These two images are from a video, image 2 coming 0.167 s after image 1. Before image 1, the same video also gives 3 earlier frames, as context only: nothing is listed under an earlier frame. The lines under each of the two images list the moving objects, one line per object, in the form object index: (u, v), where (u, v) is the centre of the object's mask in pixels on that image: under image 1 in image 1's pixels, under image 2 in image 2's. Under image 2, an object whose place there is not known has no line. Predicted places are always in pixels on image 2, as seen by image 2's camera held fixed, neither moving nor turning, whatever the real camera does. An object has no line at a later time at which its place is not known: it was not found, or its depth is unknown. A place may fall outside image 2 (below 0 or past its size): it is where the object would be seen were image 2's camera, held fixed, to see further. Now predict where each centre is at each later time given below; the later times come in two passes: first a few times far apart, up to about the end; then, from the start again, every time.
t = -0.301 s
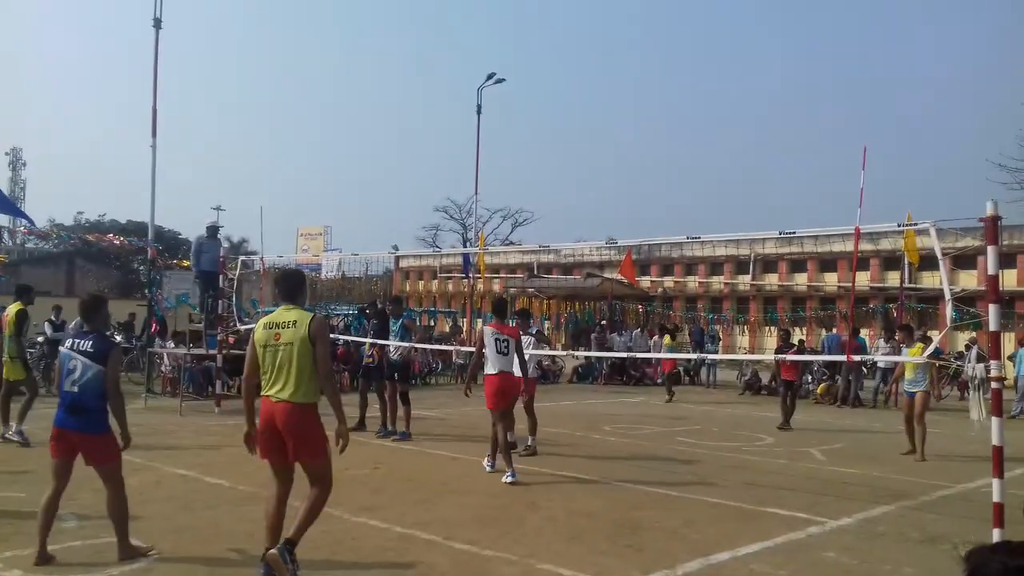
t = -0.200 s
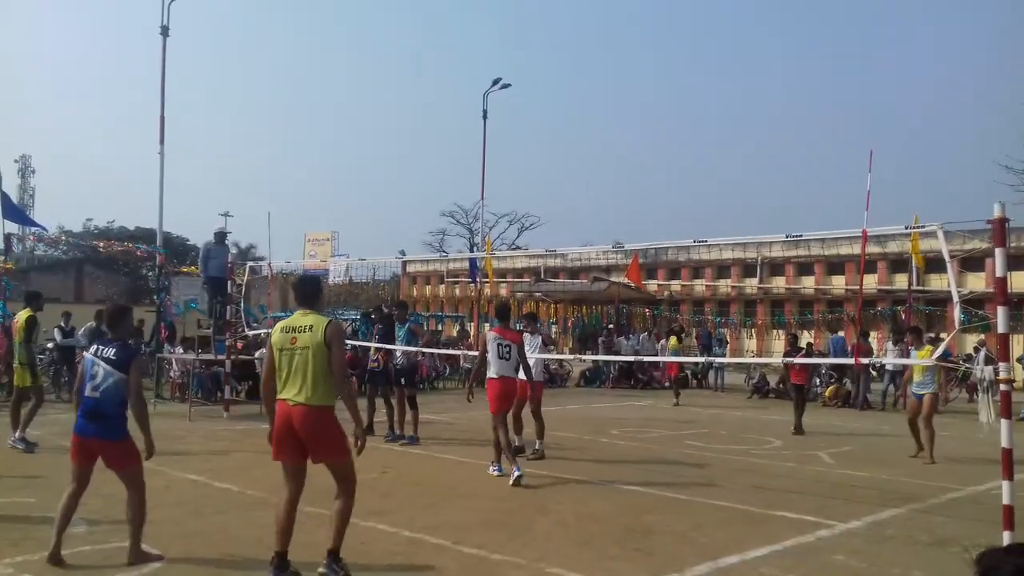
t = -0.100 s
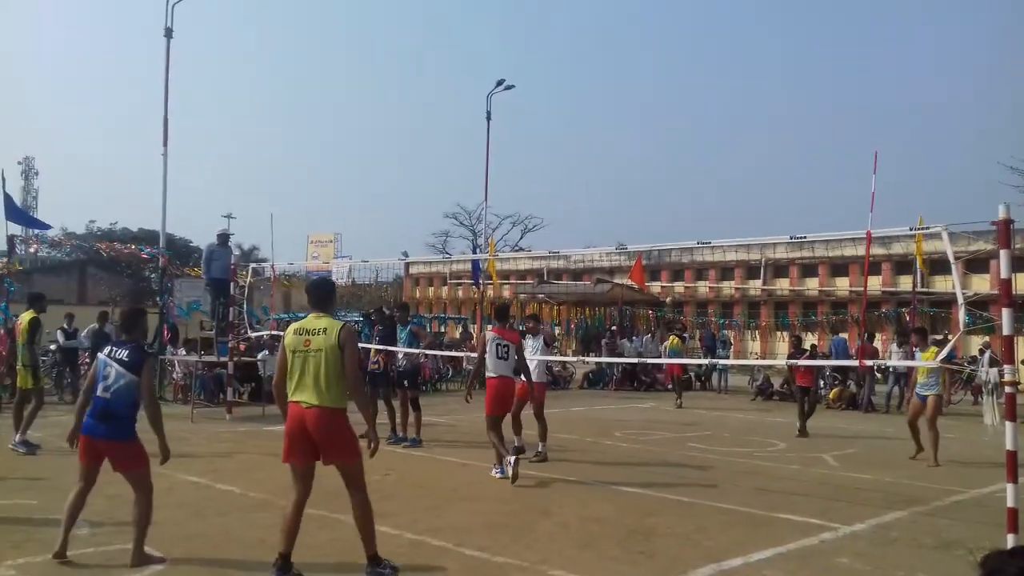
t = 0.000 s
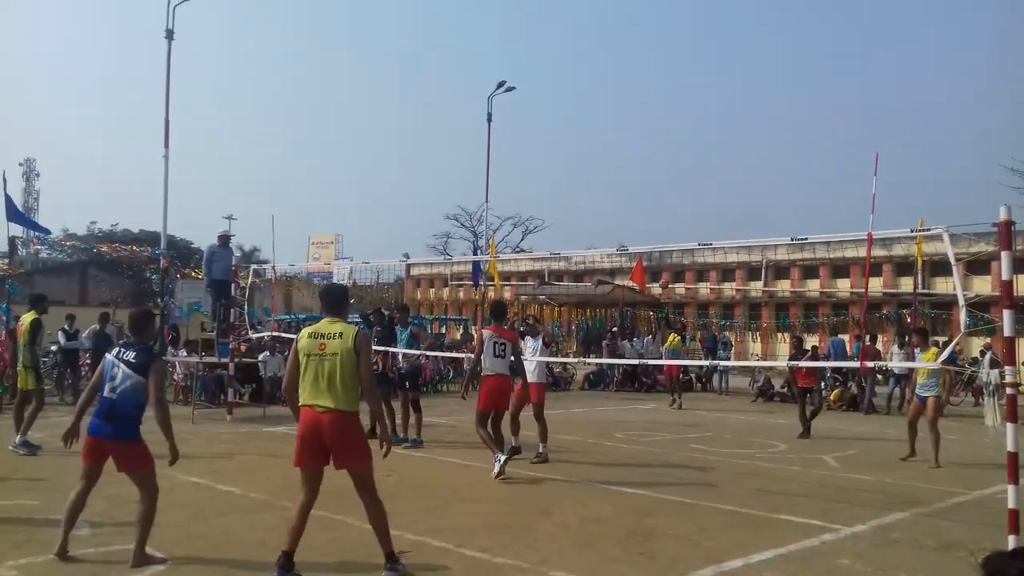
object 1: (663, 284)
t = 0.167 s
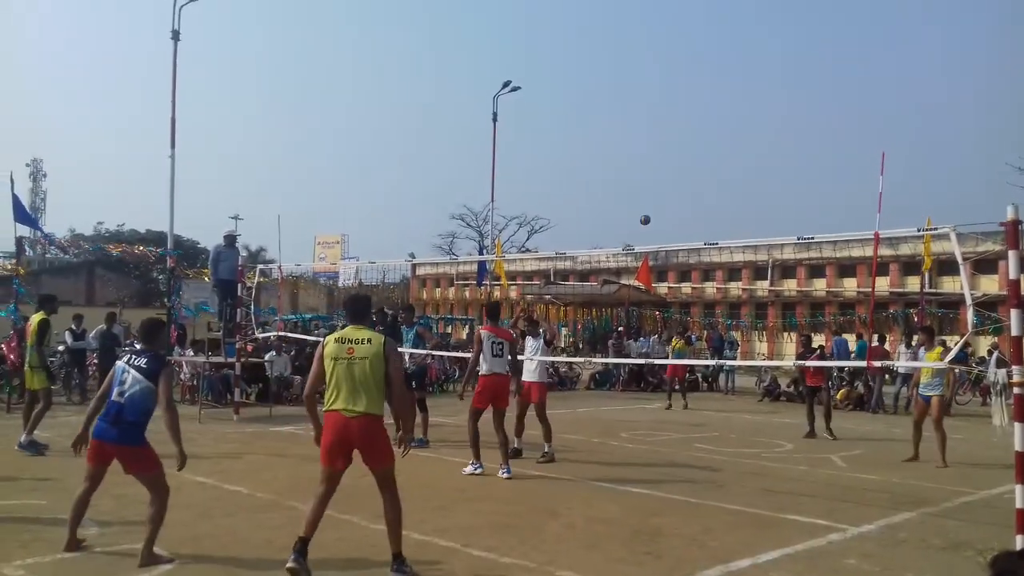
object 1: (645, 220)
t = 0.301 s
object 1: (625, 171)
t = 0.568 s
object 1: (576, 77)
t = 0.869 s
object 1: (505, -10)
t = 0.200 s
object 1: (640, 208)
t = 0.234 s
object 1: (635, 195)
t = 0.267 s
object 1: (630, 183)
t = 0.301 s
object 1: (625, 171)
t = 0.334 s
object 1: (619, 159)
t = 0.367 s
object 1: (613, 146)
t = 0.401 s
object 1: (607, 135)
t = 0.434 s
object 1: (601, 122)
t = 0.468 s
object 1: (595, 111)
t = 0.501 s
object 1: (589, 100)
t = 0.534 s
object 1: (583, 88)
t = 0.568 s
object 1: (576, 77)
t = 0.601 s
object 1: (570, 66)
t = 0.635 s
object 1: (563, 55)
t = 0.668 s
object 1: (556, 44)
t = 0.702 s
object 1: (548, 34)
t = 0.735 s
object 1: (540, 24)
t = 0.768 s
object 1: (532, 14)
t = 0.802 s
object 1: (524, 6)
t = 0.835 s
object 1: (514, -3)
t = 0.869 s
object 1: (505, -10)
